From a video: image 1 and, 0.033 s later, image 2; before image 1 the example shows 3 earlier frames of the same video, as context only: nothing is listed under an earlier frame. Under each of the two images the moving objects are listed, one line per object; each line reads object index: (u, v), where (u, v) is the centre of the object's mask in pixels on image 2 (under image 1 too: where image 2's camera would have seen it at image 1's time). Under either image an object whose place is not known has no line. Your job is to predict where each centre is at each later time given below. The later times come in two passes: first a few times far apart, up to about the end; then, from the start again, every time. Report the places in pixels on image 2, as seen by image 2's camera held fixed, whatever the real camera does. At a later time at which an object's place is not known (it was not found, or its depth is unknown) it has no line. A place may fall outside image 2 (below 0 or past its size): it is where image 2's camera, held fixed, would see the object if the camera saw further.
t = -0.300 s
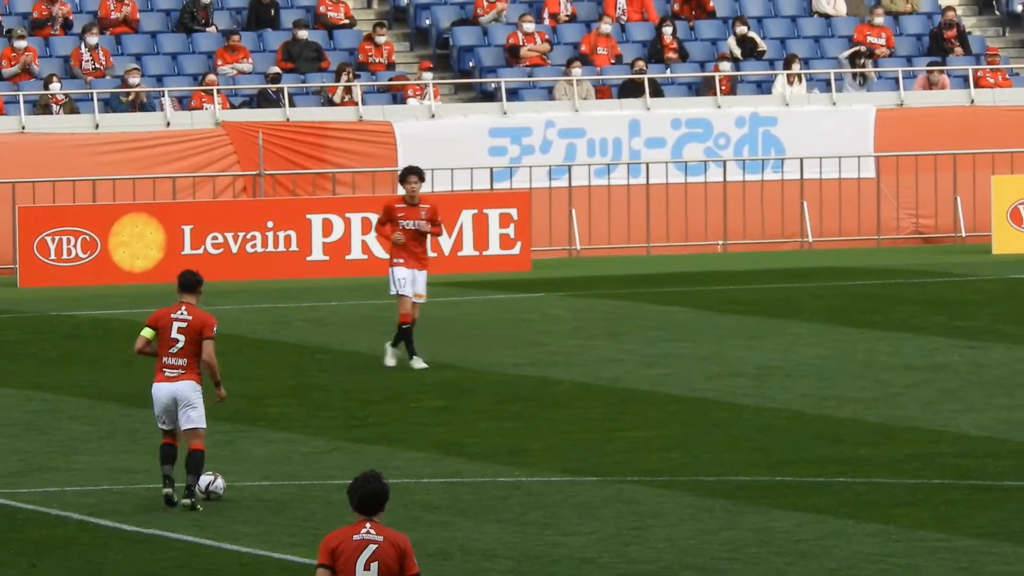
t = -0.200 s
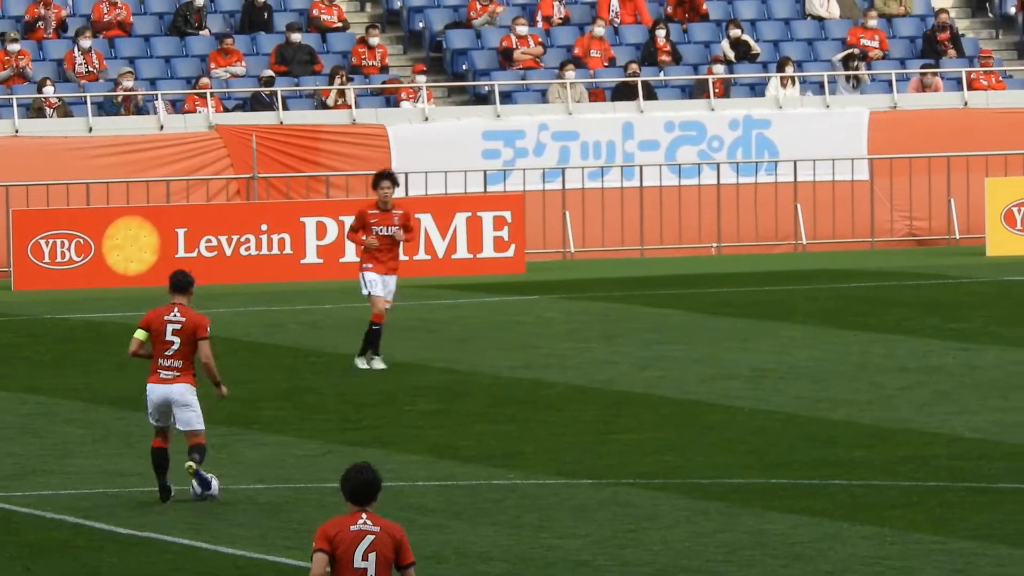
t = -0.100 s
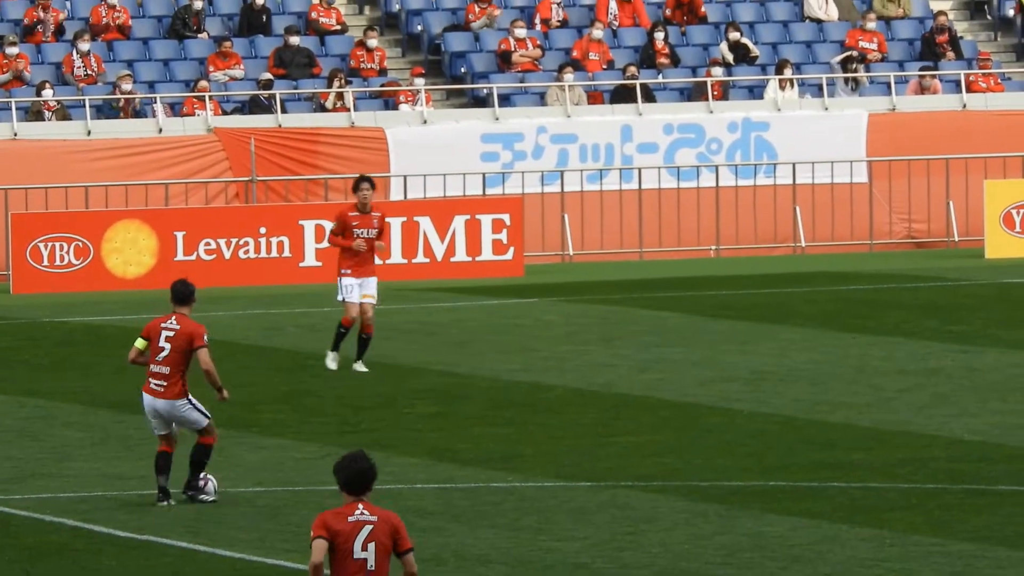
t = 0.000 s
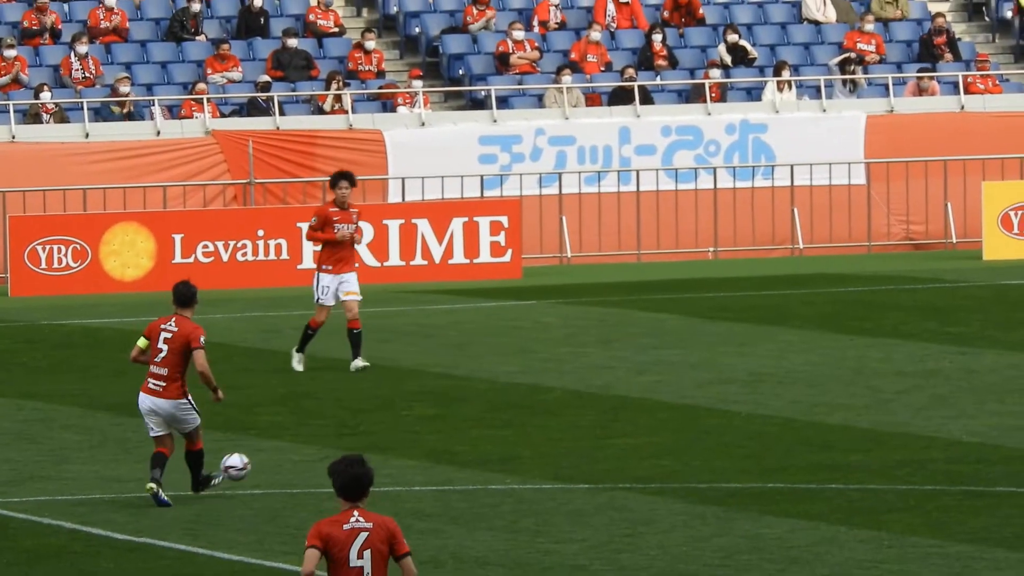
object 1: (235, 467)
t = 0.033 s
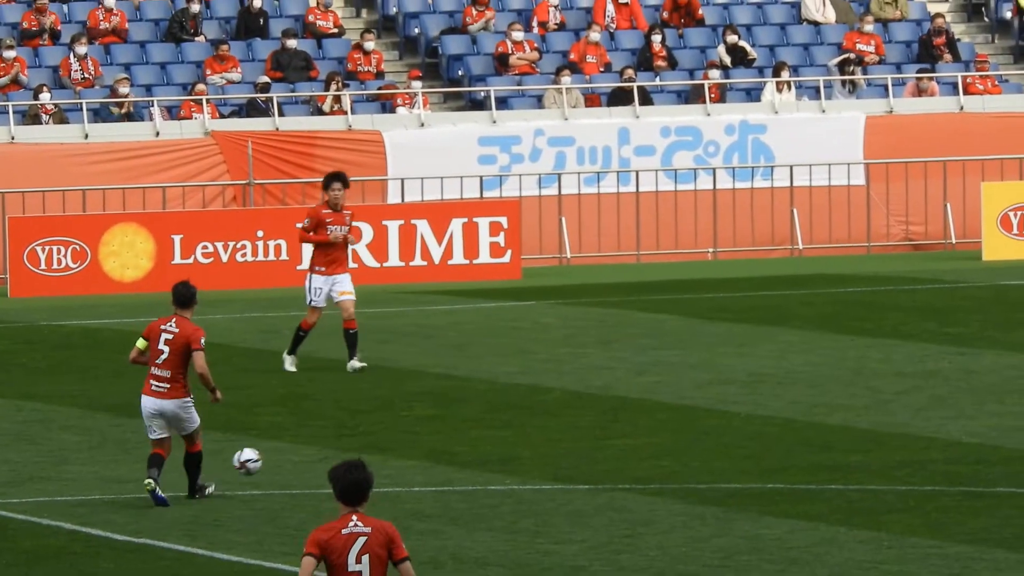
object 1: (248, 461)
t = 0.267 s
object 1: (322, 426)
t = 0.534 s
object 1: (370, 397)
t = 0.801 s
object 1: (396, 374)
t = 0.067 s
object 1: (260, 457)
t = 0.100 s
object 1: (272, 455)
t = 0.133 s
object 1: (284, 453)
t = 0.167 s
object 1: (295, 451)
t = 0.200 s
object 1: (304, 442)
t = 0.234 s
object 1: (313, 434)
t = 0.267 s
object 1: (322, 426)
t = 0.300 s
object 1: (330, 422)
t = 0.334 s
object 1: (337, 418)
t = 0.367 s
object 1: (344, 416)
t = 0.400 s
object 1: (350, 417)
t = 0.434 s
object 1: (355, 416)
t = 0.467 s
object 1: (360, 409)
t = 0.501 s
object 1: (365, 402)
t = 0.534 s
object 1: (370, 397)
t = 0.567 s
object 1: (373, 394)
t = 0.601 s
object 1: (377, 392)
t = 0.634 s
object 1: (382, 393)
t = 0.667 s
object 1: (385, 391)
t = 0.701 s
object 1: (388, 385)
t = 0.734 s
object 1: (390, 380)
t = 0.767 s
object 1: (394, 376)
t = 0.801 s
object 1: (396, 374)
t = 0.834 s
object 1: (398, 373)
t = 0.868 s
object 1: (400, 374)
